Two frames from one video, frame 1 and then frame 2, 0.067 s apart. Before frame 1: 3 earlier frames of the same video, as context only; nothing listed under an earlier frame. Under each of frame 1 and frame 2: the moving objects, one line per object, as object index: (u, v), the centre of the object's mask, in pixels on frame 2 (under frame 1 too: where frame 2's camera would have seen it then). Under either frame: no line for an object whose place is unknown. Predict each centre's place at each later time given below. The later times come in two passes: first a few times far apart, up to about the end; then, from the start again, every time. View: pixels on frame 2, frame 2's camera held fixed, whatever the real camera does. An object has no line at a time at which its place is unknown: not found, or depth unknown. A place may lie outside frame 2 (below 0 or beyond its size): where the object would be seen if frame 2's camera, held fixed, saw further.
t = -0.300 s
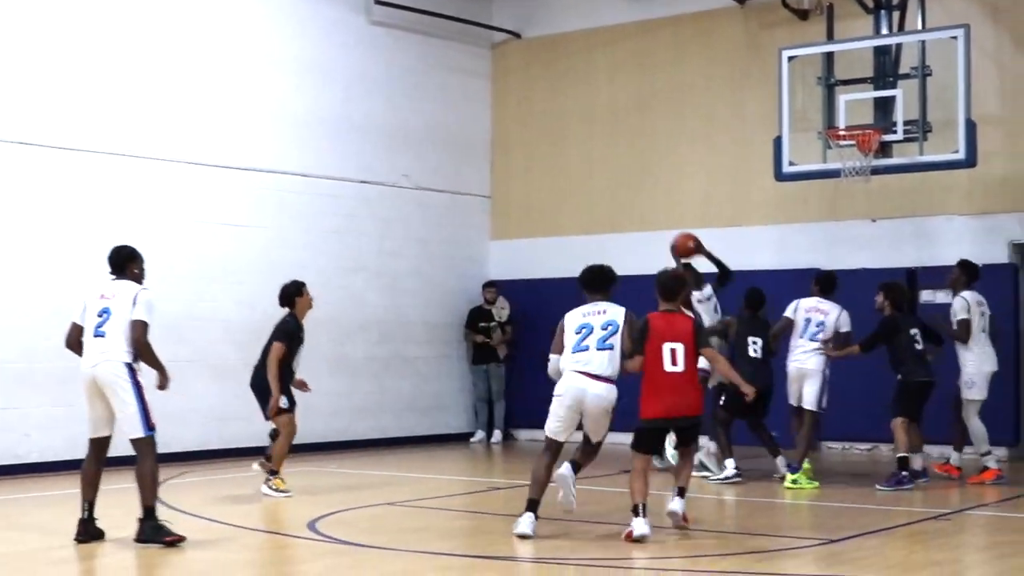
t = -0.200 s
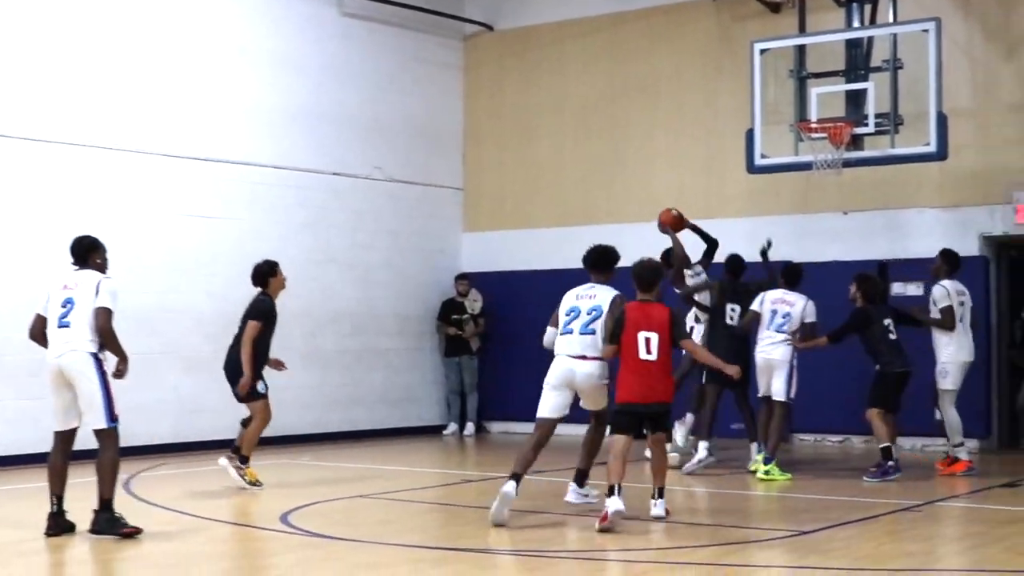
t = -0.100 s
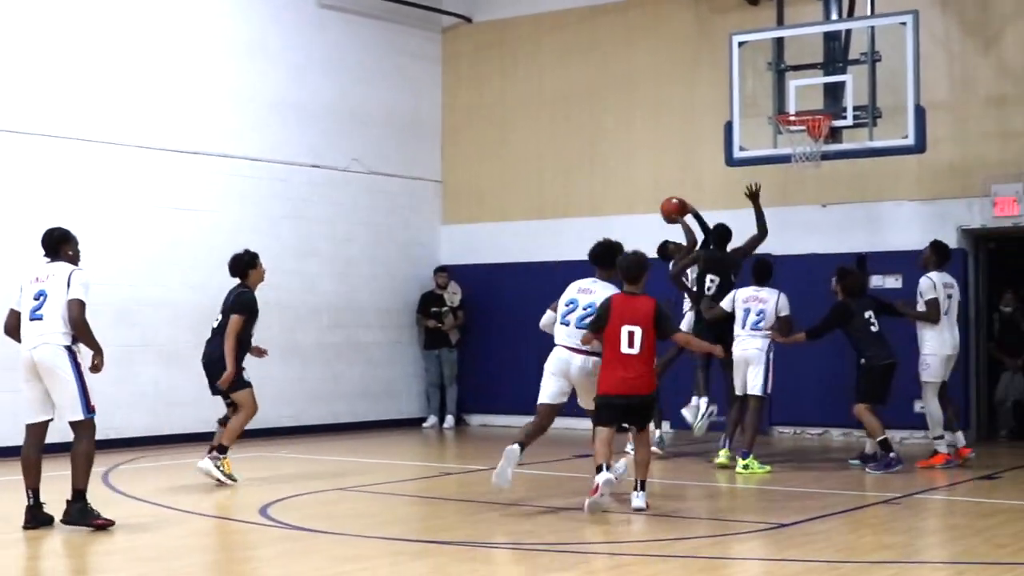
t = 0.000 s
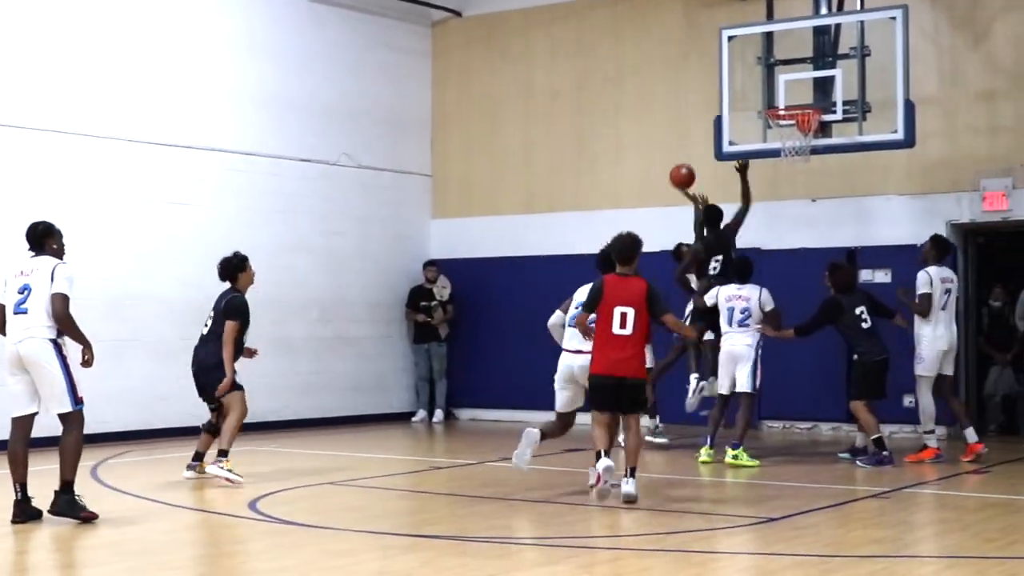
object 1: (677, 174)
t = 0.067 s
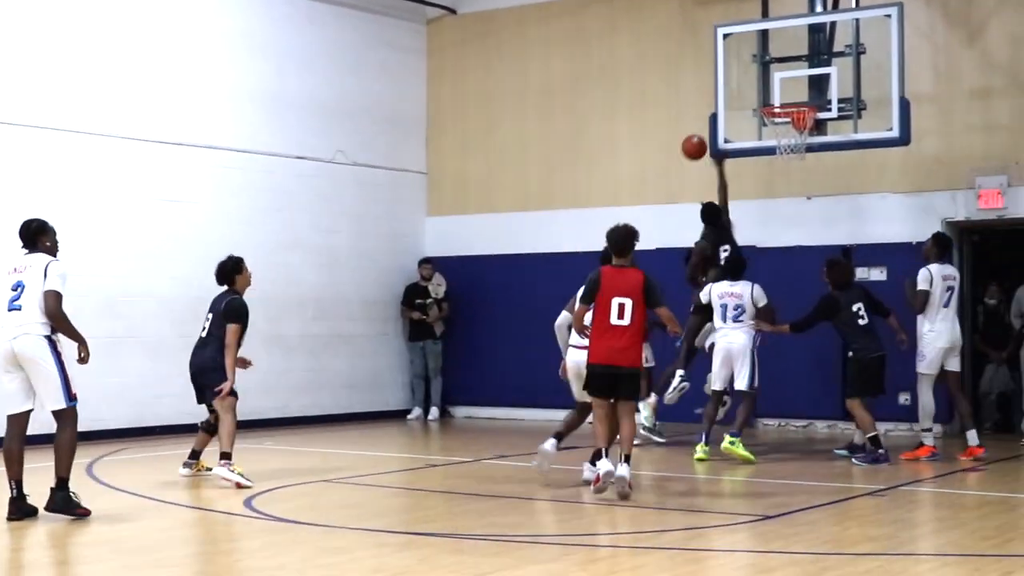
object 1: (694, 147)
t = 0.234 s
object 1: (736, 99)
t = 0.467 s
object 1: (779, 86)
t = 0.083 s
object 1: (698, 141)
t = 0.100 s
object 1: (702, 135)
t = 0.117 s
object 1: (706, 130)
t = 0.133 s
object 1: (710, 124)
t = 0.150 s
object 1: (715, 119)
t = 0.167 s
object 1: (719, 115)
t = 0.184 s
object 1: (723, 111)
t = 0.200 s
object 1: (728, 107)
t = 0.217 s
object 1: (732, 103)
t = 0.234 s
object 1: (736, 99)
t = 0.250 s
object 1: (740, 96)
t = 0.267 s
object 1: (744, 94)
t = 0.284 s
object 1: (748, 91)
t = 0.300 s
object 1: (753, 88)
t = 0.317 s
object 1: (756, 87)
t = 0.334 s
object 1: (761, 85)
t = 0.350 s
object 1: (764, 85)
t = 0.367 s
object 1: (766, 84)
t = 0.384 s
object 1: (767, 83)
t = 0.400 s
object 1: (770, 83)
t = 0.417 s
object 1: (772, 83)
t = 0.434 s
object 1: (773, 84)
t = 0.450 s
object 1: (776, 85)
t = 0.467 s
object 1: (779, 86)
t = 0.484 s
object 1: (781, 87)
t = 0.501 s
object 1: (782, 89)
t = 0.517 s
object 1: (784, 91)
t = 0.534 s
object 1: (787, 93)
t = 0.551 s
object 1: (789, 95)
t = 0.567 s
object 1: (791, 96)
